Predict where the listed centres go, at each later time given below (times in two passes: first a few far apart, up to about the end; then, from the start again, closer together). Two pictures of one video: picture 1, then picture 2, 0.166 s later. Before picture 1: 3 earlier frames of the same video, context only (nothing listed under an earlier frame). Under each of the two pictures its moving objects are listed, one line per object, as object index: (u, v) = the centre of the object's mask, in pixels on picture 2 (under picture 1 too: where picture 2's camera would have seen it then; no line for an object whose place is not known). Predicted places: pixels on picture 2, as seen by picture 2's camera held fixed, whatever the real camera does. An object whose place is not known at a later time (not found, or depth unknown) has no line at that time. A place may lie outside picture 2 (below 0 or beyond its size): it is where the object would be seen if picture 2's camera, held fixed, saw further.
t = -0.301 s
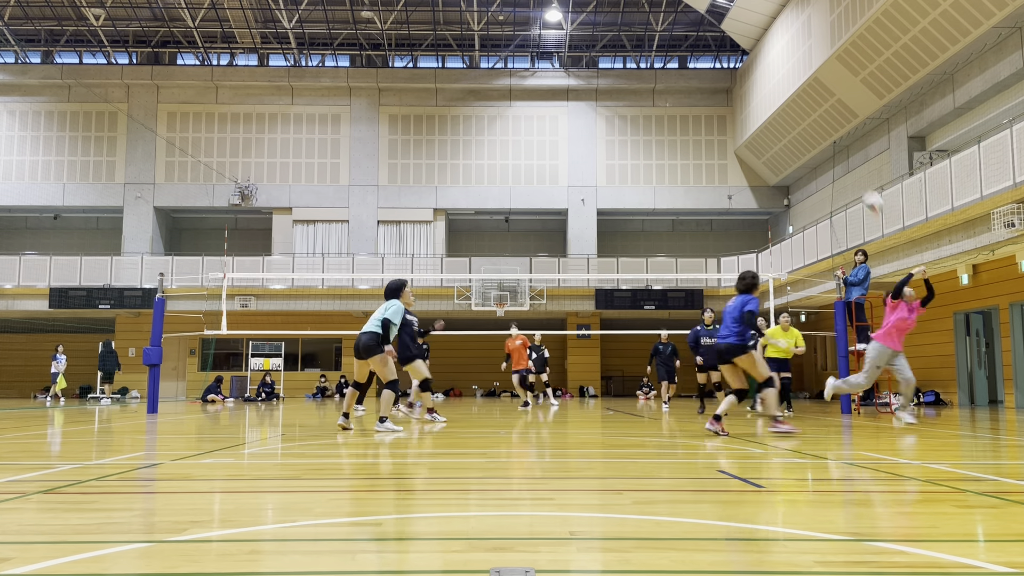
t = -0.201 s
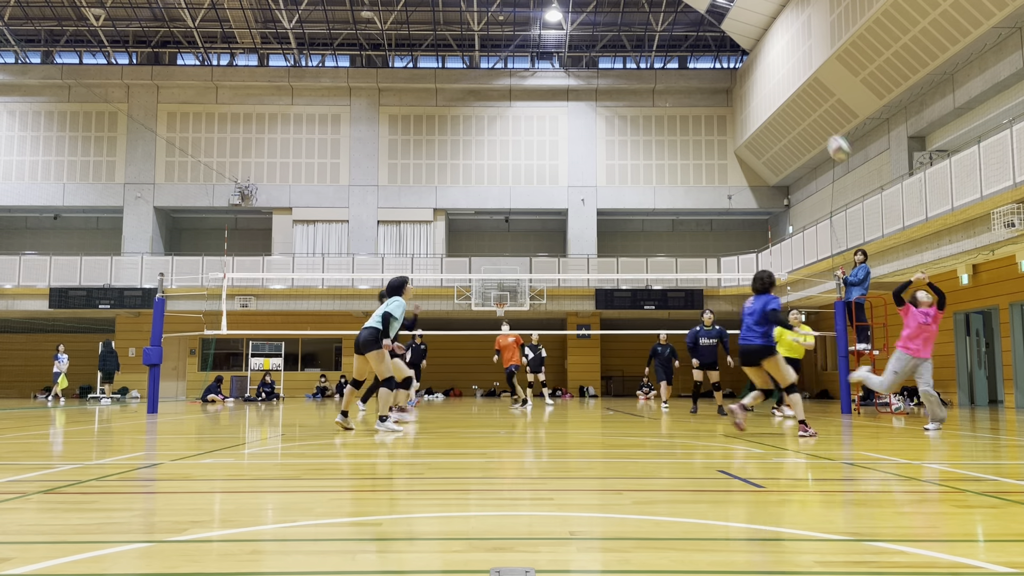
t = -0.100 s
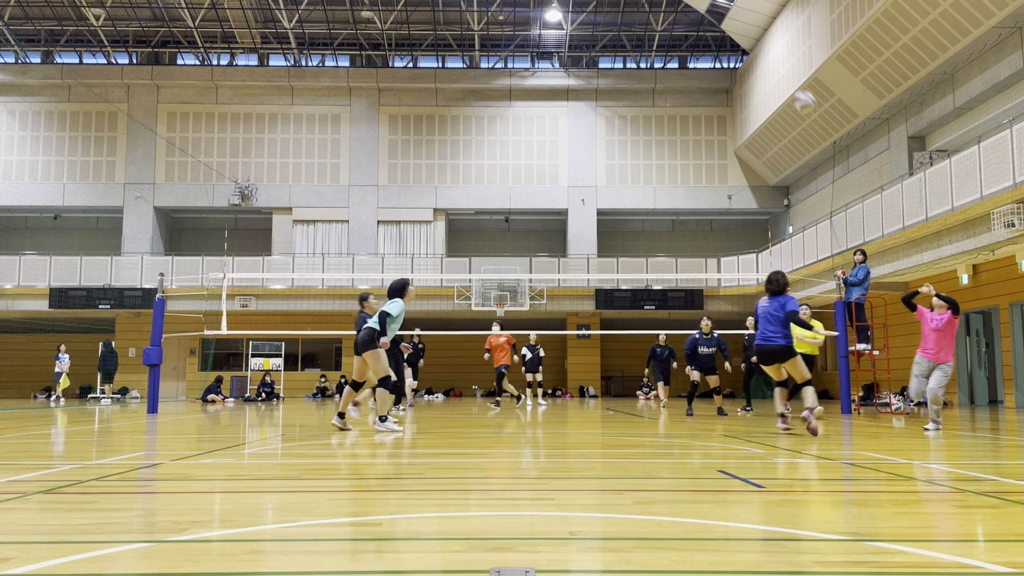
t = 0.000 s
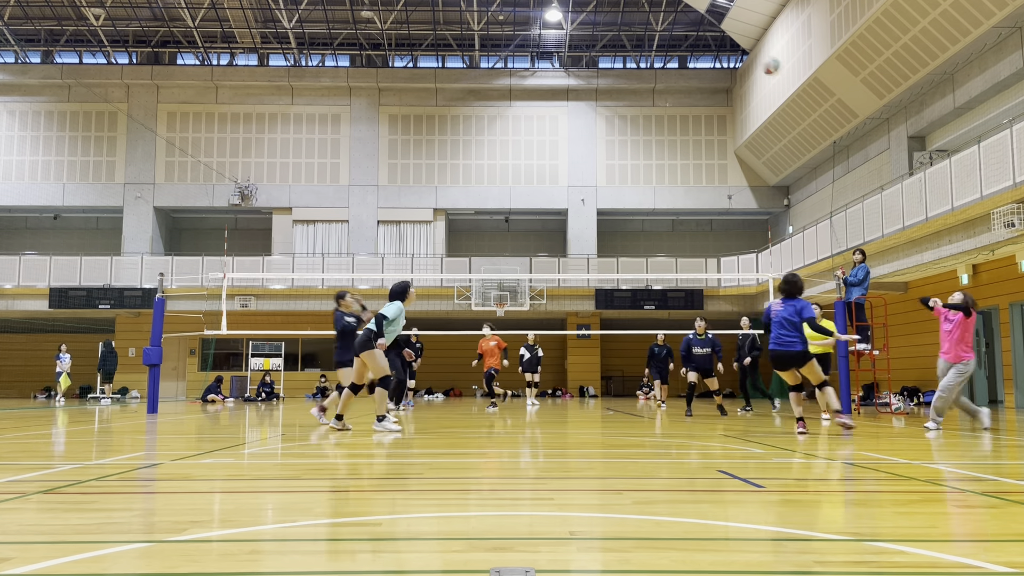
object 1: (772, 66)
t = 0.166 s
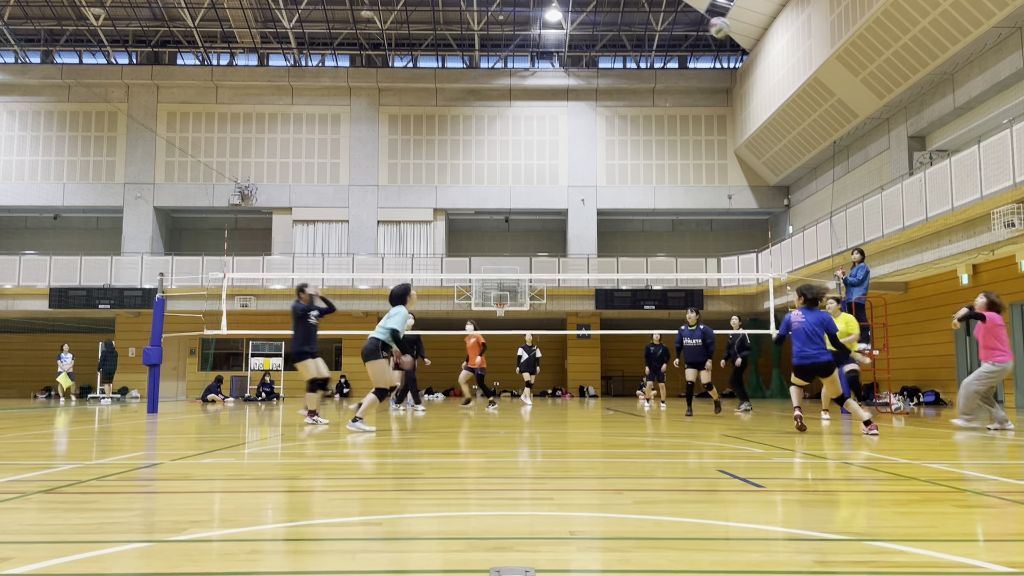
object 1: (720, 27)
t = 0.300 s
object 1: (679, 14)
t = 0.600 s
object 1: (594, 40)
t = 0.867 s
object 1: (523, 127)
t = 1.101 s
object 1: (463, 246)
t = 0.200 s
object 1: (710, 23)
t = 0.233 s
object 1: (699, 19)
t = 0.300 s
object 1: (679, 14)
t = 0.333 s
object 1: (670, 13)
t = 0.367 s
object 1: (660, 15)
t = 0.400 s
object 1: (650, 14)
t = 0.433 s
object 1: (641, 16)
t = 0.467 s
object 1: (631, 19)
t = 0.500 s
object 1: (622, 23)
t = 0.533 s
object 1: (612, 28)
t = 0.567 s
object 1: (603, 34)
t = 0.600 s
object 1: (594, 40)
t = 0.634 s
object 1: (585, 48)
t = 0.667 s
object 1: (576, 56)
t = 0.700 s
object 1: (567, 64)
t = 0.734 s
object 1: (559, 74)
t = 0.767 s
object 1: (548, 88)
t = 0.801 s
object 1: (540, 97)
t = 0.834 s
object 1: (532, 110)
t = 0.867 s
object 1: (523, 127)
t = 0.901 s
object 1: (513, 142)
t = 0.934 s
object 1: (505, 158)
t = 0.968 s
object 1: (497, 173)
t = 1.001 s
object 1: (488, 191)
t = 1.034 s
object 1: (479, 209)
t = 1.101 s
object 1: (463, 246)
